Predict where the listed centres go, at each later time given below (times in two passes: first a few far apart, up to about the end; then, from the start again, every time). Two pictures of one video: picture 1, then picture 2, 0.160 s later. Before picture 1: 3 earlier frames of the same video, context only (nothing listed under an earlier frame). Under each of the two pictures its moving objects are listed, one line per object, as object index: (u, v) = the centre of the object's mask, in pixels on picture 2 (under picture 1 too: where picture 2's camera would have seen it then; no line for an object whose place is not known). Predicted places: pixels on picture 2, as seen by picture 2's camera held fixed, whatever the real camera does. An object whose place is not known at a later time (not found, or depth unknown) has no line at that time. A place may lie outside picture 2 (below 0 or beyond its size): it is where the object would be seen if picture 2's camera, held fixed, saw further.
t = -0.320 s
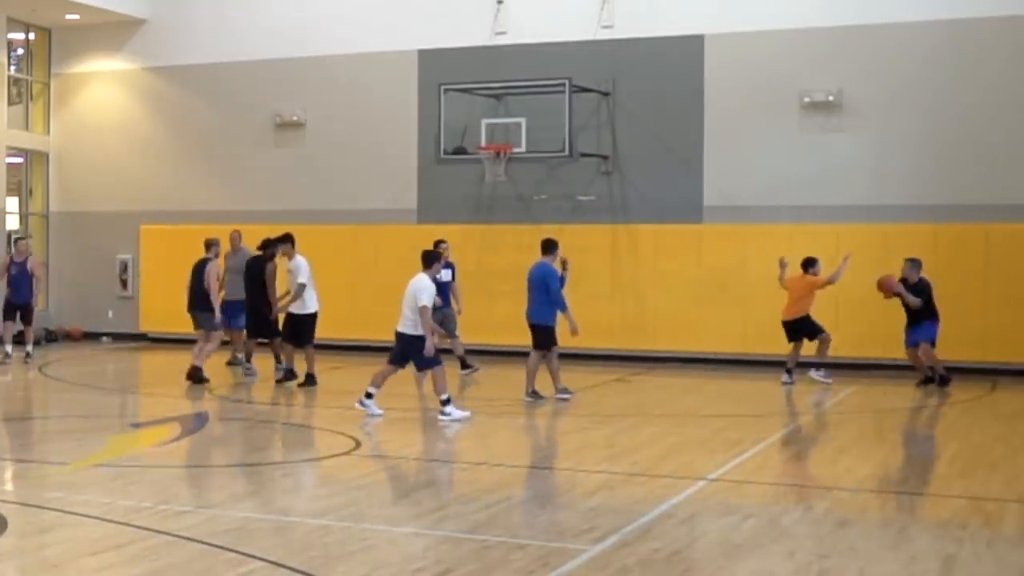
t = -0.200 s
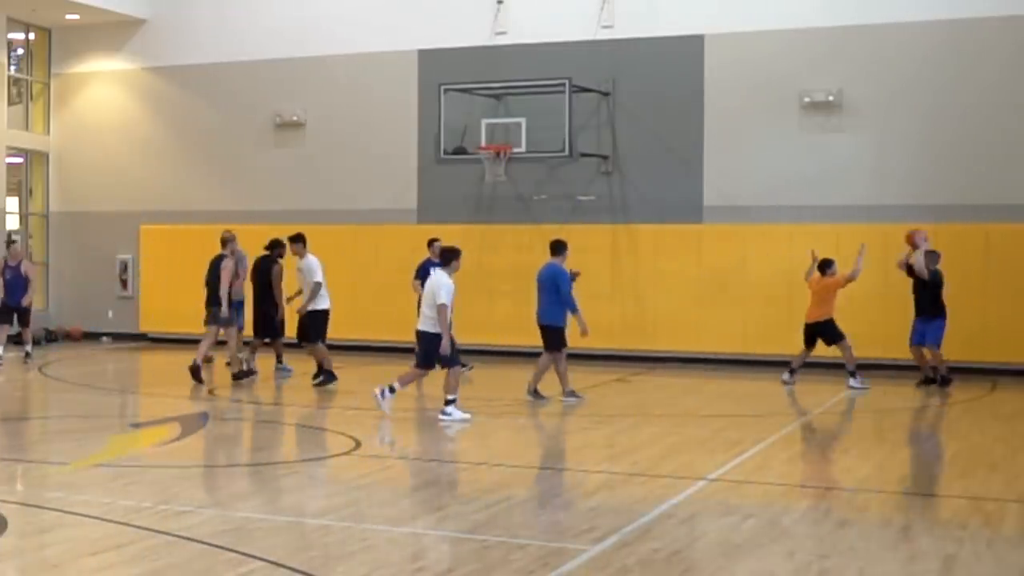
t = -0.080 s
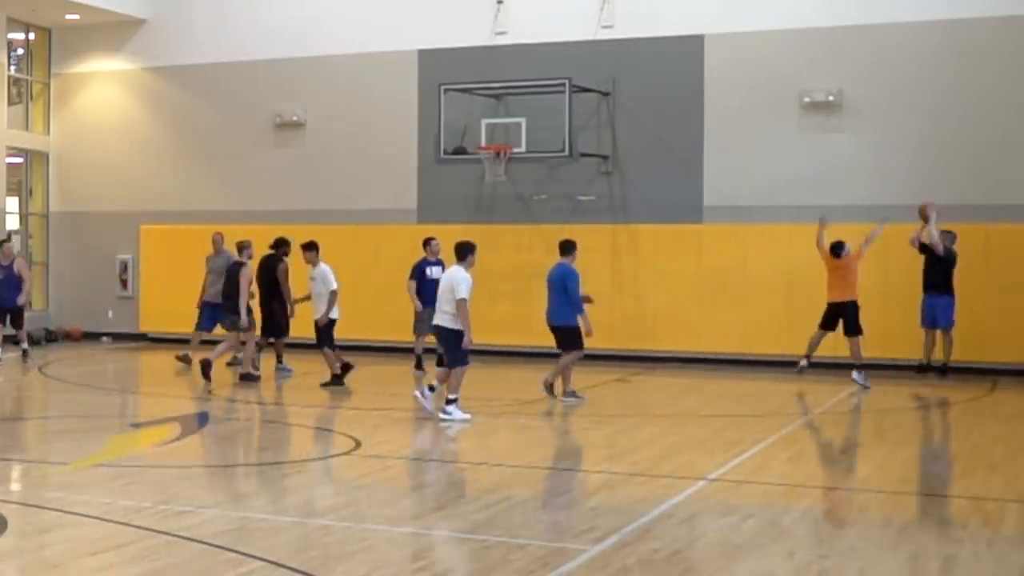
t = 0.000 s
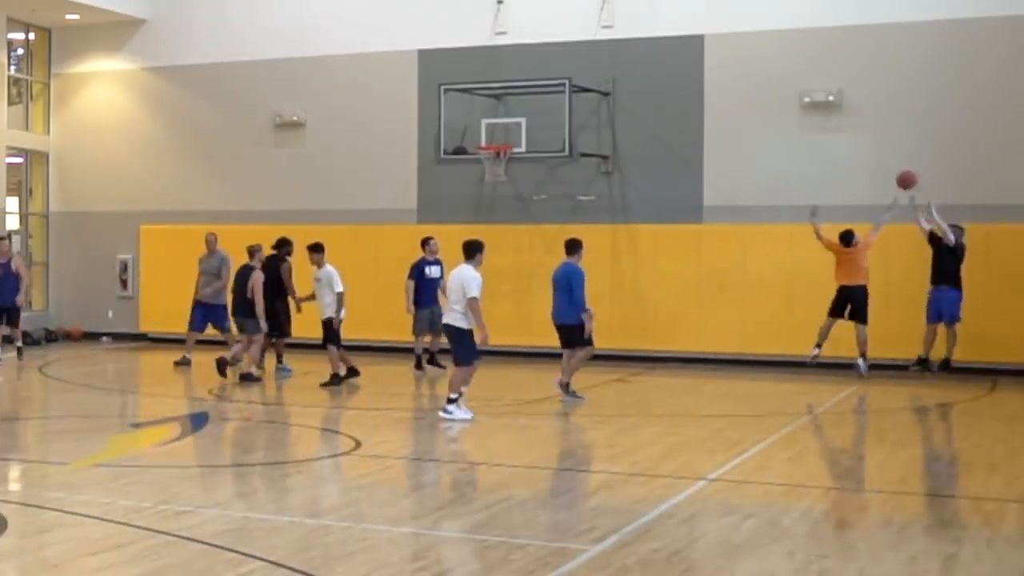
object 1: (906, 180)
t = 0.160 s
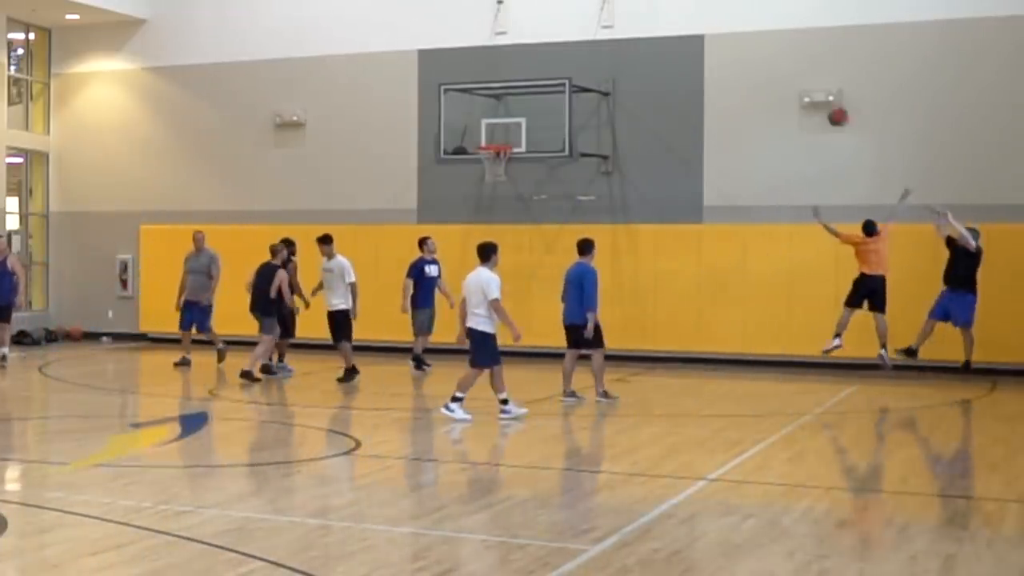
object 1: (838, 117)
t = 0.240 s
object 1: (802, 93)
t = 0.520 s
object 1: (691, 53)
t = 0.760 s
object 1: (599, 67)
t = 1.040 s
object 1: (500, 135)
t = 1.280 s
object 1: (482, 177)
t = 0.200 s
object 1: (820, 104)
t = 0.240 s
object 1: (802, 93)
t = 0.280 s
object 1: (785, 82)
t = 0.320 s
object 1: (771, 75)
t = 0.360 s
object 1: (754, 68)
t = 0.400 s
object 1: (737, 62)
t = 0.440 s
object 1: (721, 58)
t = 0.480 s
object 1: (704, 55)
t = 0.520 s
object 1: (691, 53)
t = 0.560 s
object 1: (675, 53)
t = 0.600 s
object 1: (659, 53)
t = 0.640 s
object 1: (644, 55)
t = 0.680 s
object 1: (627, 59)
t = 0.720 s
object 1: (615, 61)
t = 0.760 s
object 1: (599, 67)
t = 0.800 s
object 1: (585, 74)
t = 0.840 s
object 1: (570, 82)
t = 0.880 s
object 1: (556, 92)
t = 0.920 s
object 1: (543, 99)
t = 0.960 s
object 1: (529, 111)
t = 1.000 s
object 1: (514, 123)
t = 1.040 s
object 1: (500, 135)
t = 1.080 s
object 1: (482, 150)
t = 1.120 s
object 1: (479, 159)
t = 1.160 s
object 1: (480, 162)
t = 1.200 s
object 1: (480, 164)
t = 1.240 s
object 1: (481, 173)
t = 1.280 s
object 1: (482, 177)
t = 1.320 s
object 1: (482, 183)
